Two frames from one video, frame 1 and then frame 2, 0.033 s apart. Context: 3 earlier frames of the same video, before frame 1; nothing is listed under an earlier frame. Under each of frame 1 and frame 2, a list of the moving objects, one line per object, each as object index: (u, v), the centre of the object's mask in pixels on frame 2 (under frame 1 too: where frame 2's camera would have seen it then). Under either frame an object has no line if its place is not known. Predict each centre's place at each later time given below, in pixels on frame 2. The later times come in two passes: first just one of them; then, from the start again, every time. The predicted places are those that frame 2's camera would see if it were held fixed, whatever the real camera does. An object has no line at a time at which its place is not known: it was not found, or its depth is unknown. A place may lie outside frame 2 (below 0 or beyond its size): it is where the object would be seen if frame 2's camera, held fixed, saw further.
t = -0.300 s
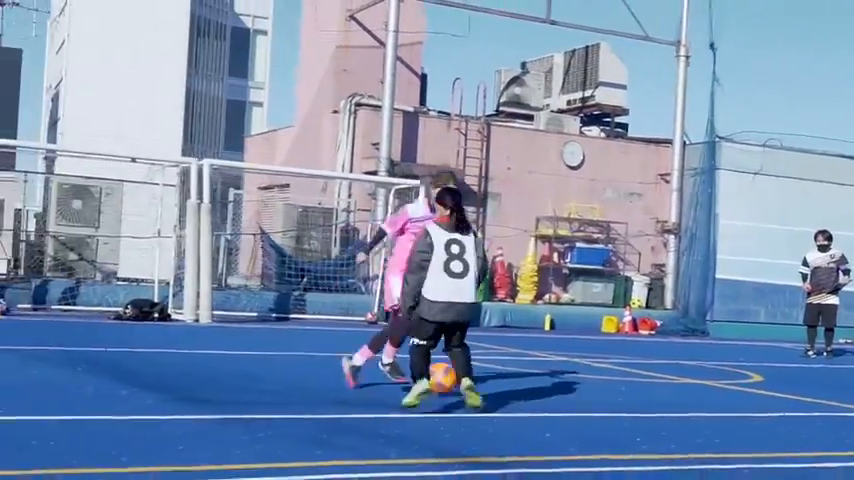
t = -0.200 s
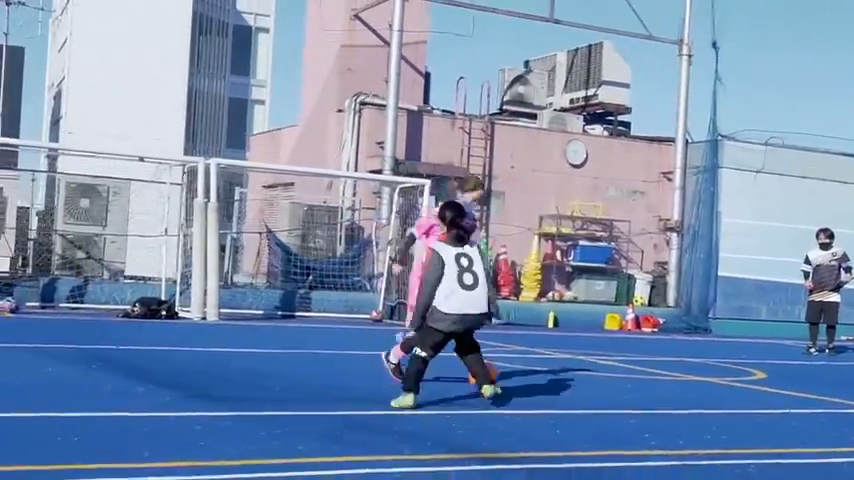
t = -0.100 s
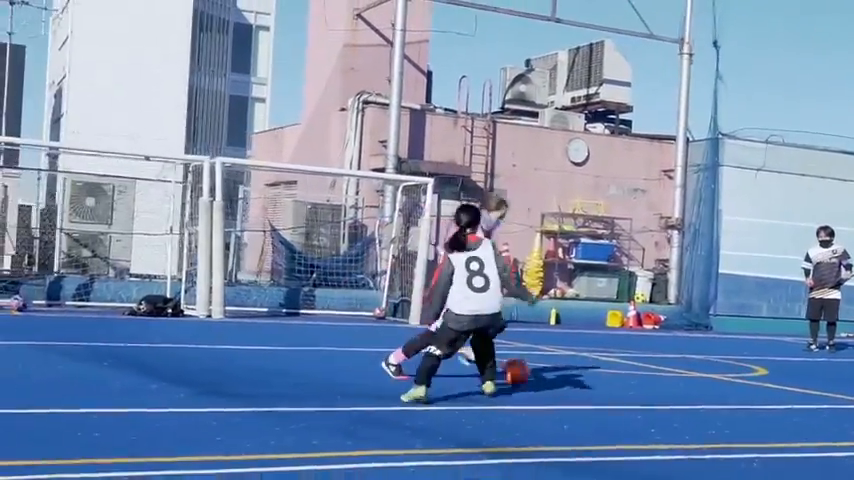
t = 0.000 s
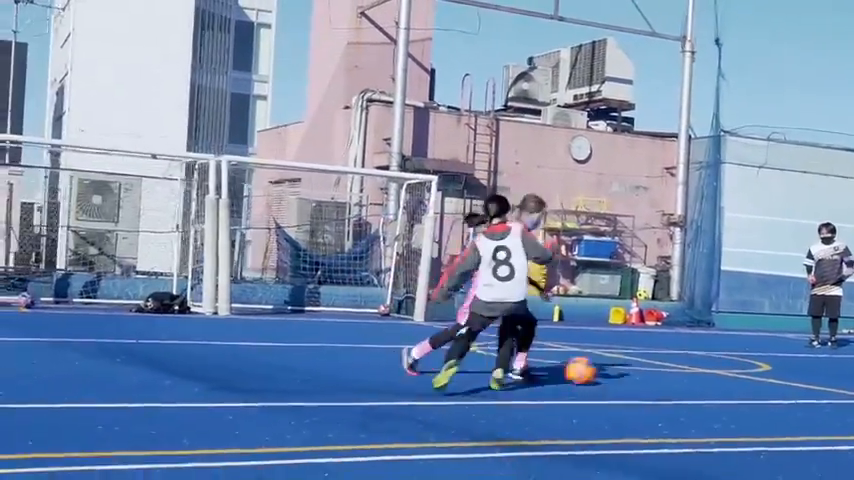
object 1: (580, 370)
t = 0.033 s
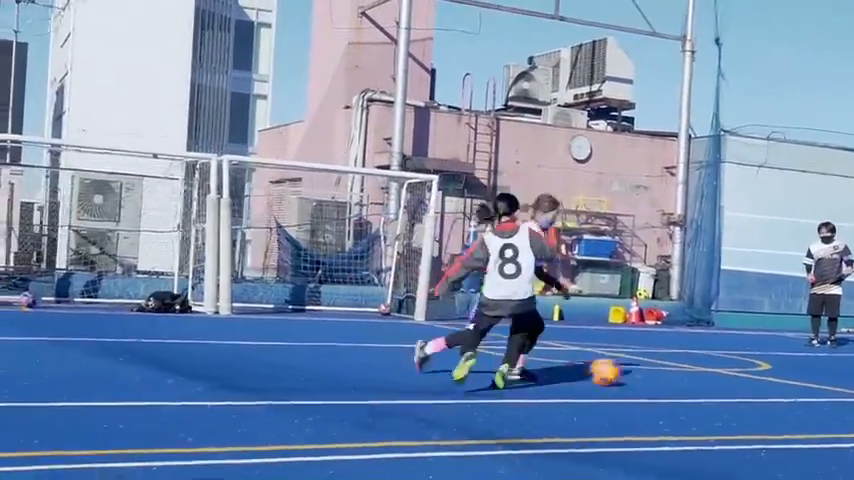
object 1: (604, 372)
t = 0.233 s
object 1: (737, 382)
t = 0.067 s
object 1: (627, 373)
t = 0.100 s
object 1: (650, 376)
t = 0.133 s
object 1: (674, 377)
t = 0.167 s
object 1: (696, 379)
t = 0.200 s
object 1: (716, 380)
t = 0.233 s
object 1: (737, 382)
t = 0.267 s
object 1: (757, 382)
